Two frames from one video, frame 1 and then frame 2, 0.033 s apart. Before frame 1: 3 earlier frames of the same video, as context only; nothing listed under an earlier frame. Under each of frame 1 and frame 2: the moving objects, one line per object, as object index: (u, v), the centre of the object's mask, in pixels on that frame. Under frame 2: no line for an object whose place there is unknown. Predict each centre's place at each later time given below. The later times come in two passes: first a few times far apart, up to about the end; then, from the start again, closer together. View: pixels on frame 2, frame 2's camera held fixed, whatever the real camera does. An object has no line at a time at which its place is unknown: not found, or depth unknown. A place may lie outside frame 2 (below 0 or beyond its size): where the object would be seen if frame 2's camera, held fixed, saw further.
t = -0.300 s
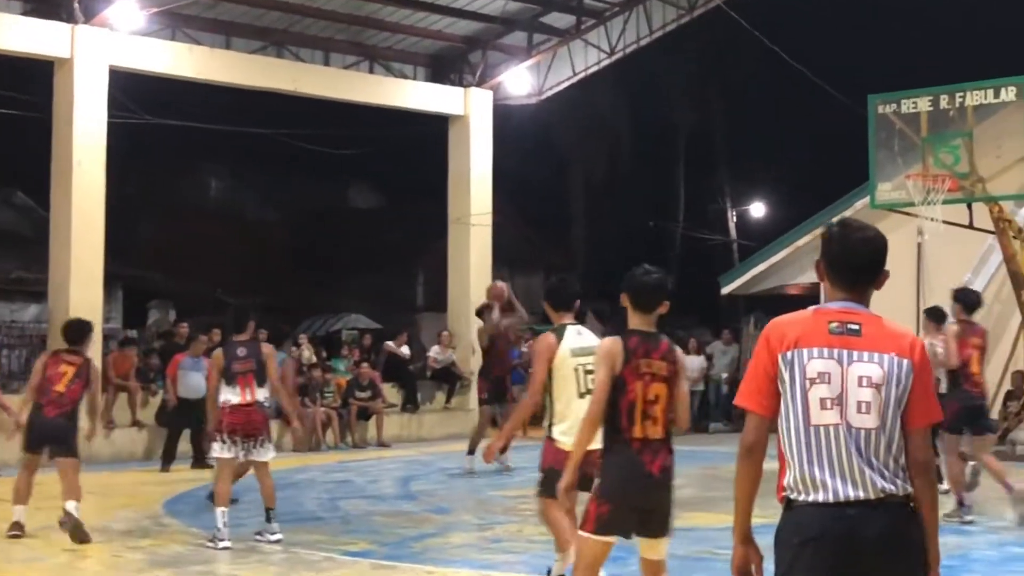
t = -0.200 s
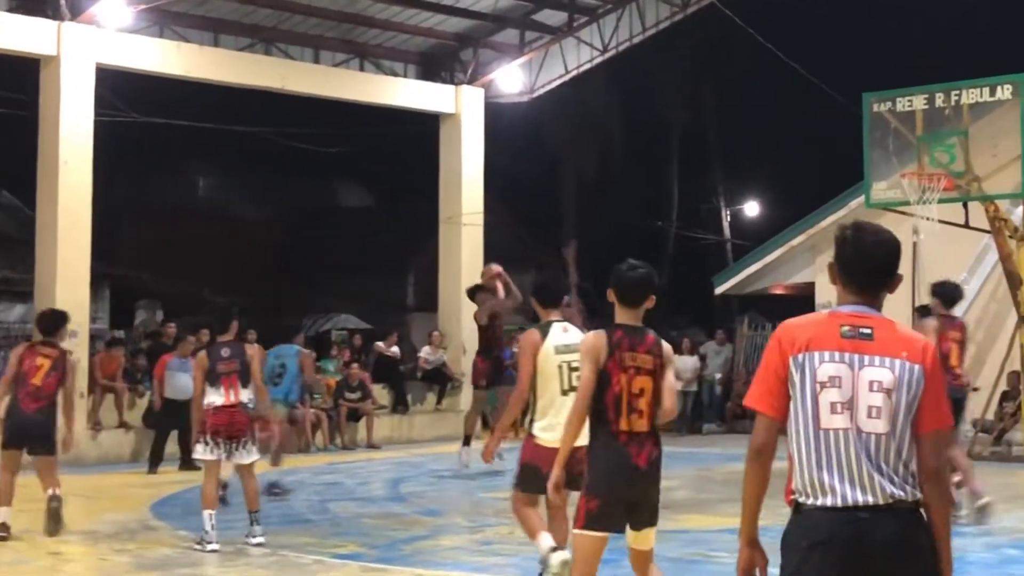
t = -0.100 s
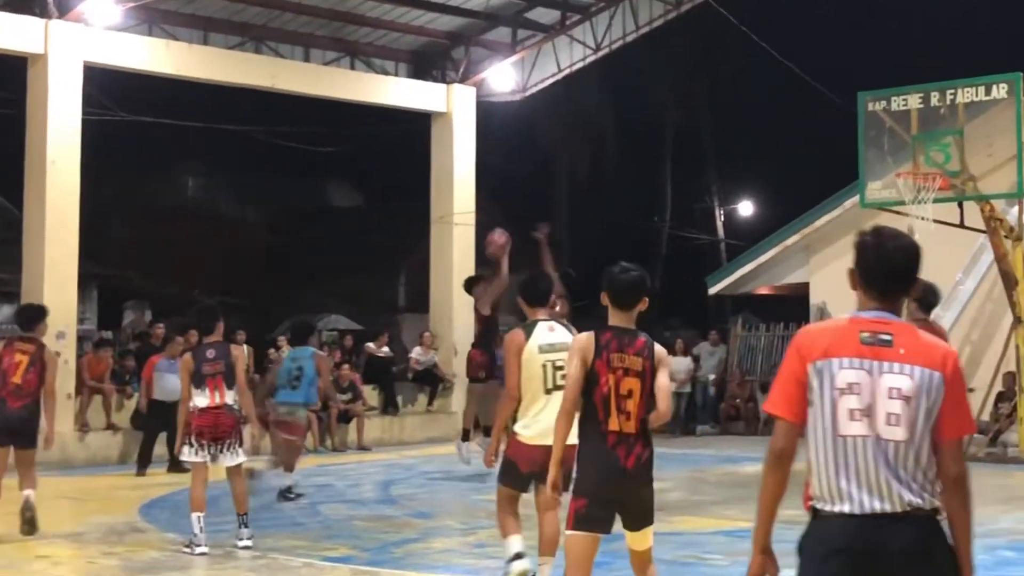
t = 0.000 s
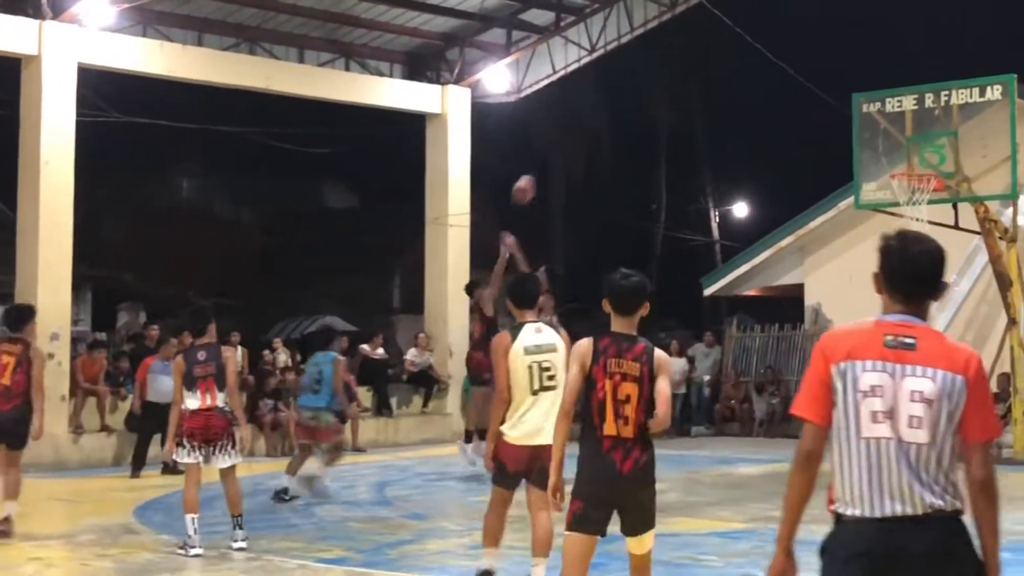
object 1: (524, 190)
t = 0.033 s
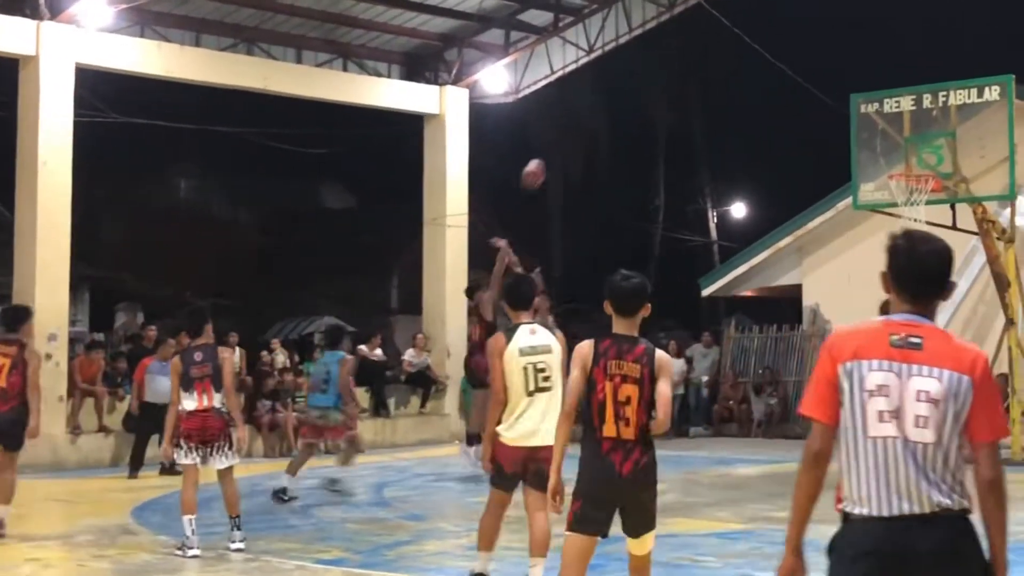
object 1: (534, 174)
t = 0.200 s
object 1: (590, 107)
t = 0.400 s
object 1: (657, 61)
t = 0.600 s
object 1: (726, 50)
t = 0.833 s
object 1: (805, 83)
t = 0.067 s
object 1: (545, 158)
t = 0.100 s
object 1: (556, 144)
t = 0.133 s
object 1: (567, 131)
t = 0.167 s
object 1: (579, 118)
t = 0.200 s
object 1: (590, 107)
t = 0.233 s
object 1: (601, 97)
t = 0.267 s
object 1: (612, 87)
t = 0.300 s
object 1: (623, 79)
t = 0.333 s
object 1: (635, 72)
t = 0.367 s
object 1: (647, 66)
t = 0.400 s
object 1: (657, 61)
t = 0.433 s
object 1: (669, 57)
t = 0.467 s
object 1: (680, 54)
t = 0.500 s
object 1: (691, 51)
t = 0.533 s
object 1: (703, 50)
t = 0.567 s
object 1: (715, 50)
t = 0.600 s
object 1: (726, 50)
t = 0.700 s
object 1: (759, 58)
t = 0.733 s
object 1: (770, 62)
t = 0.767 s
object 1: (782, 68)
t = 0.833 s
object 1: (805, 83)
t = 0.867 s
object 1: (816, 92)
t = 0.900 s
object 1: (828, 101)
